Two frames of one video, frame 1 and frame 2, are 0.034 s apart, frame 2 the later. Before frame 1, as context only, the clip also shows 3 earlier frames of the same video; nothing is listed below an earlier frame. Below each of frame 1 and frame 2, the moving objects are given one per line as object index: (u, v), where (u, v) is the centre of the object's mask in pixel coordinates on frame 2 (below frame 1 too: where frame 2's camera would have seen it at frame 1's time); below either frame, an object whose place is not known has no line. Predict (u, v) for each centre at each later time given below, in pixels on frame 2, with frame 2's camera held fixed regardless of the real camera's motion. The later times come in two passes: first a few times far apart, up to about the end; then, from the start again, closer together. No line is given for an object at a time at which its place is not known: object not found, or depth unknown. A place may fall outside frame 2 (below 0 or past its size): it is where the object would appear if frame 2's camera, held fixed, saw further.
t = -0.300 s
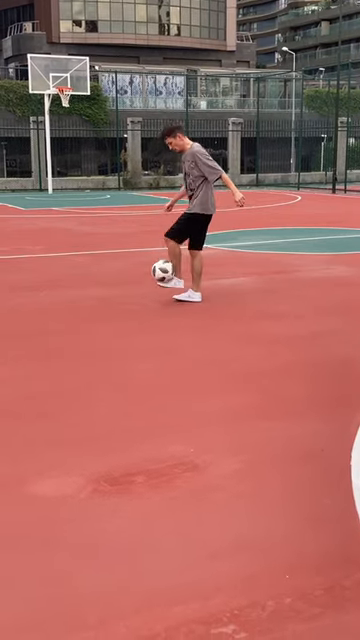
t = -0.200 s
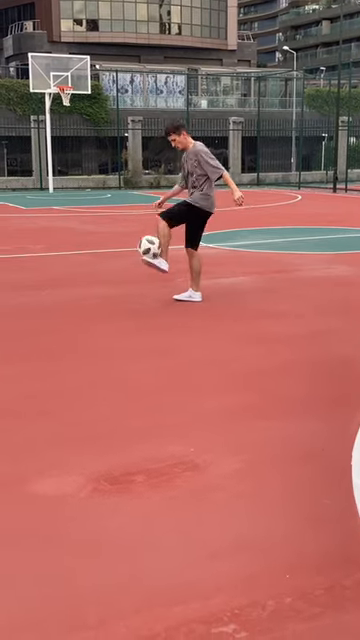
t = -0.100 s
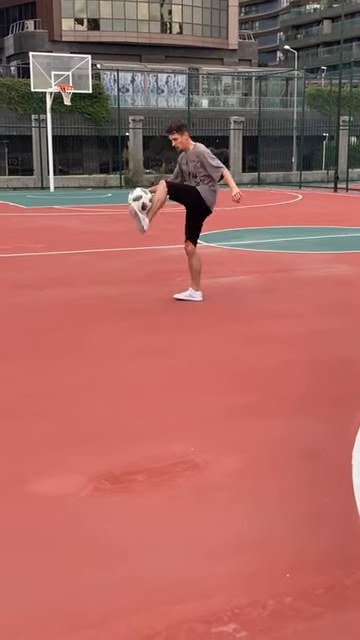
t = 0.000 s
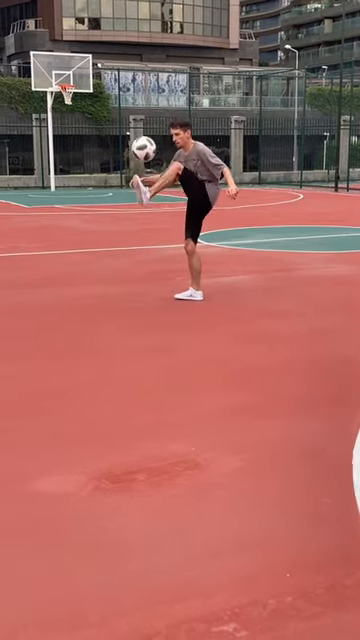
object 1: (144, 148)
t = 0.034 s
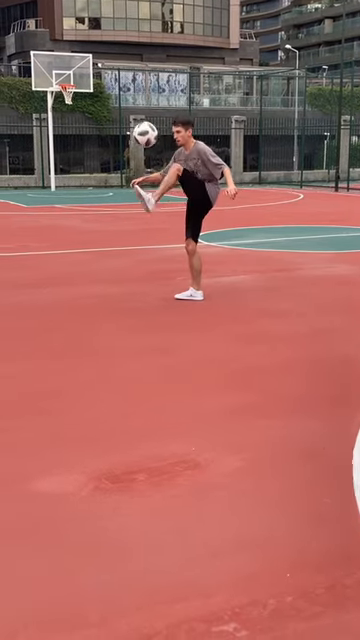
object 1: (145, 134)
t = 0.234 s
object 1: (152, 74)
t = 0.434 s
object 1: (160, 61)
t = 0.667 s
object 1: (170, 103)
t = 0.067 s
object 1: (146, 121)
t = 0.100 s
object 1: (147, 109)
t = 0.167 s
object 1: (150, 89)
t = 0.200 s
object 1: (151, 81)
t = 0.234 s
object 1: (152, 74)
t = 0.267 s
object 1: (154, 69)
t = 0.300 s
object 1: (155, 65)
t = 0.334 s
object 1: (156, 62)
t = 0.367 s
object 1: (158, 60)
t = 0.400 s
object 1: (159, 60)
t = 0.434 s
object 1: (160, 61)
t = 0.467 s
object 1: (161, 64)
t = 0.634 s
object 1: (168, 94)
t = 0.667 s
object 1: (170, 103)
